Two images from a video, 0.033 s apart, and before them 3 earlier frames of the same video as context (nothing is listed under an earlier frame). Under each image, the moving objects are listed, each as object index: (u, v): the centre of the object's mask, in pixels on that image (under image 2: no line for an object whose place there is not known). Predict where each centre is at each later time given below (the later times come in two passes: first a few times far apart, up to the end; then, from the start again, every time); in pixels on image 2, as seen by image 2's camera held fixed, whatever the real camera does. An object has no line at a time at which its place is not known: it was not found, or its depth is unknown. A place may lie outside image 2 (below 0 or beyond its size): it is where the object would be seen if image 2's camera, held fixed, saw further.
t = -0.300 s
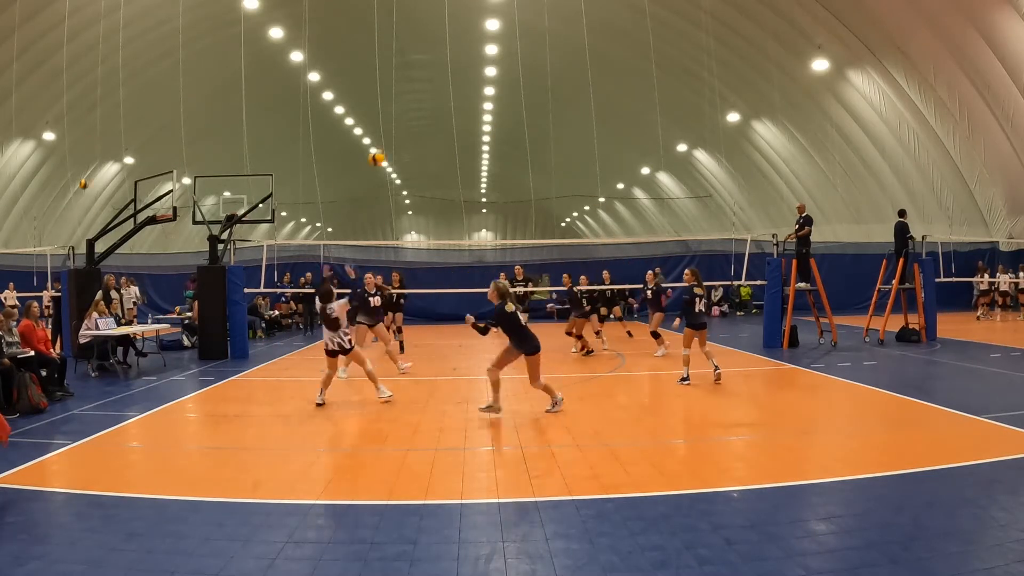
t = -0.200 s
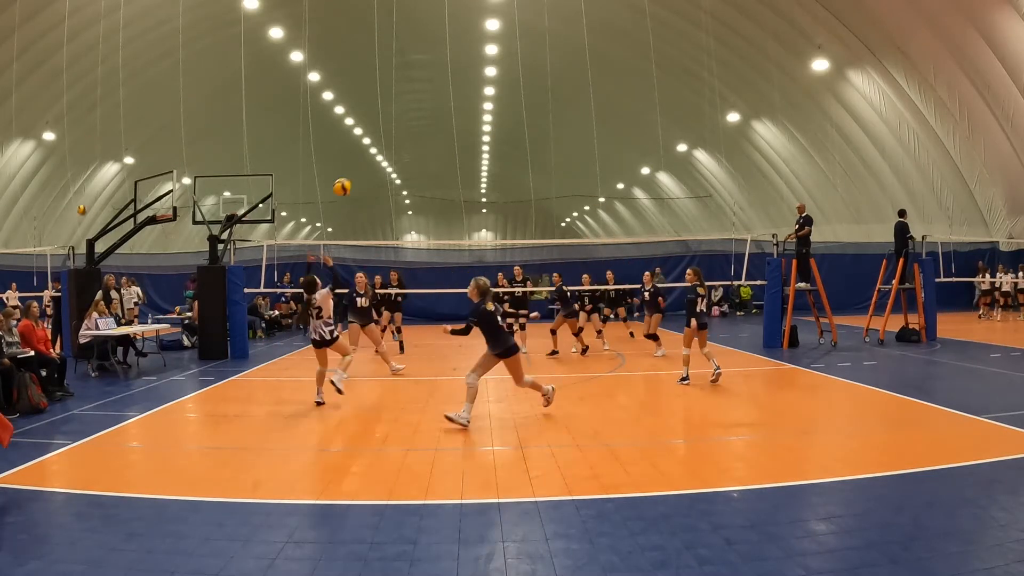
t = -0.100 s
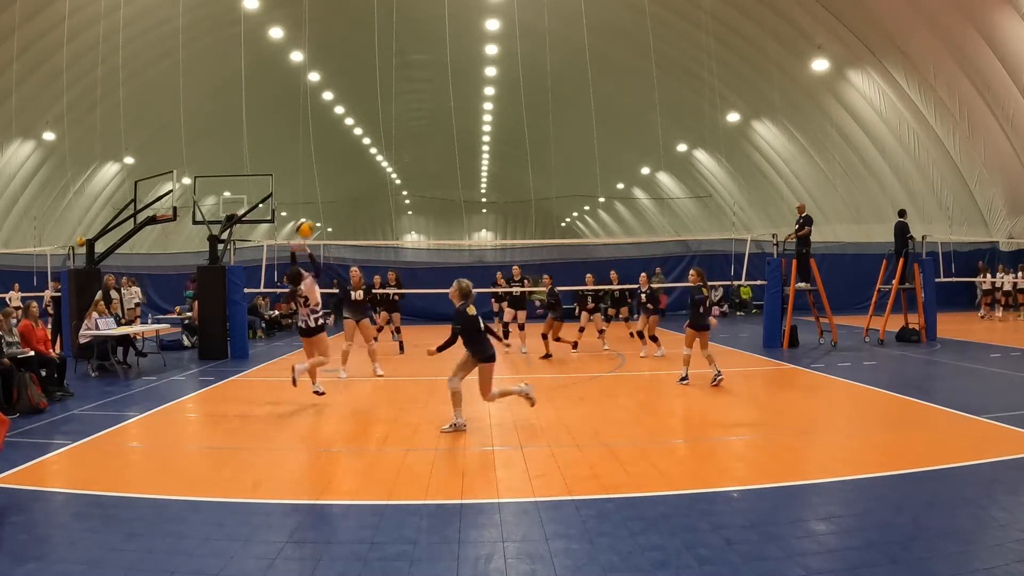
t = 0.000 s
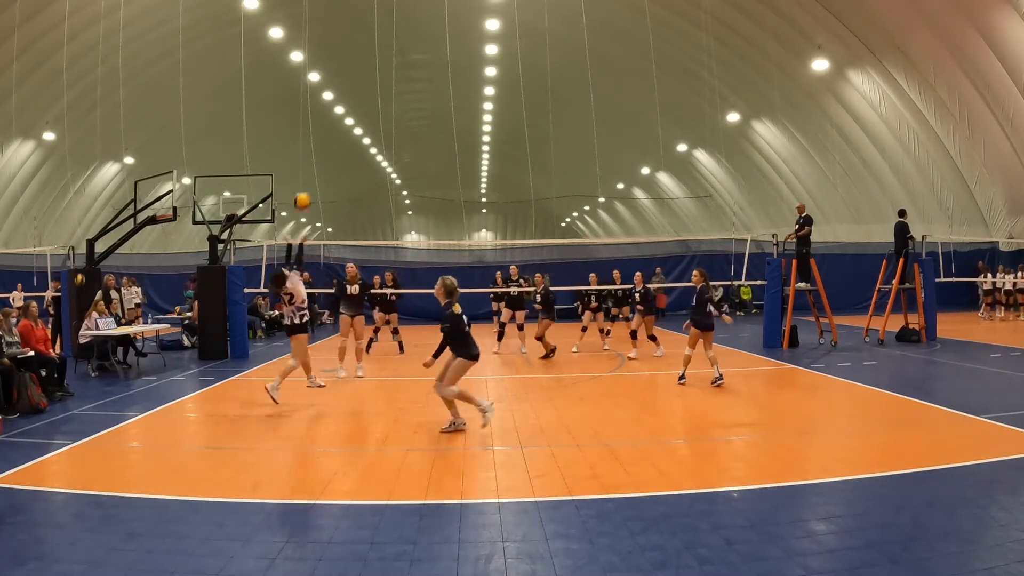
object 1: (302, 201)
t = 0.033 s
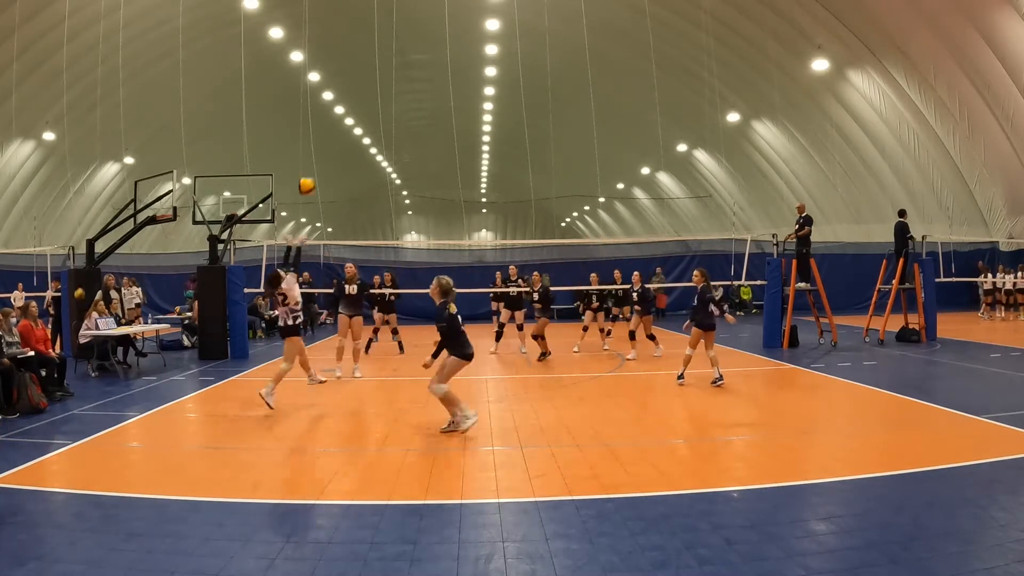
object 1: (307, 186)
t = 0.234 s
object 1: (330, 120)
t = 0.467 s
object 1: (355, 90)
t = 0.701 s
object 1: (376, 100)
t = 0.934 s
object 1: (396, 149)
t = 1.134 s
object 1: (413, 220)
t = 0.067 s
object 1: (310, 172)
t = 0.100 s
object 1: (315, 160)
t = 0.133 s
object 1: (318, 148)
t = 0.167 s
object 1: (322, 138)
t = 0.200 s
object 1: (326, 128)
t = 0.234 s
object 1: (330, 120)
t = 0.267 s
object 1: (334, 113)
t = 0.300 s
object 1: (337, 107)
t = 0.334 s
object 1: (341, 102)
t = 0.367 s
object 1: (344, 97)
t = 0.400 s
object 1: (348, 94)
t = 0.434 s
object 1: (351, 91)
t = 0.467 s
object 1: (355, 90)
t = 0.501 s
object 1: (358, 89)
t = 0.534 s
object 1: (361, 89)
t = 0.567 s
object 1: (364, 89)
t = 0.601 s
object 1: (367, 91)
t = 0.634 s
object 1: (371, 93)
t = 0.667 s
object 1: (374, 96)
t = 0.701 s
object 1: (376, 100)
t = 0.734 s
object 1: (379, 105)
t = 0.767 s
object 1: (382, 110)
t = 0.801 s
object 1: (385, 116)
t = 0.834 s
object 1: (388, 123)
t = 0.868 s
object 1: (391, 132)
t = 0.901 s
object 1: (393, 140)
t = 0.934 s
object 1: (396, 149)
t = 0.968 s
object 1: (400, 159)
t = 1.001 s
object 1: (402, 170)
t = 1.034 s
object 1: (404, 180)
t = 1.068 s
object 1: (407, 193)
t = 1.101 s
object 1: (410, 206)
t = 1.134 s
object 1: (413, 220)
